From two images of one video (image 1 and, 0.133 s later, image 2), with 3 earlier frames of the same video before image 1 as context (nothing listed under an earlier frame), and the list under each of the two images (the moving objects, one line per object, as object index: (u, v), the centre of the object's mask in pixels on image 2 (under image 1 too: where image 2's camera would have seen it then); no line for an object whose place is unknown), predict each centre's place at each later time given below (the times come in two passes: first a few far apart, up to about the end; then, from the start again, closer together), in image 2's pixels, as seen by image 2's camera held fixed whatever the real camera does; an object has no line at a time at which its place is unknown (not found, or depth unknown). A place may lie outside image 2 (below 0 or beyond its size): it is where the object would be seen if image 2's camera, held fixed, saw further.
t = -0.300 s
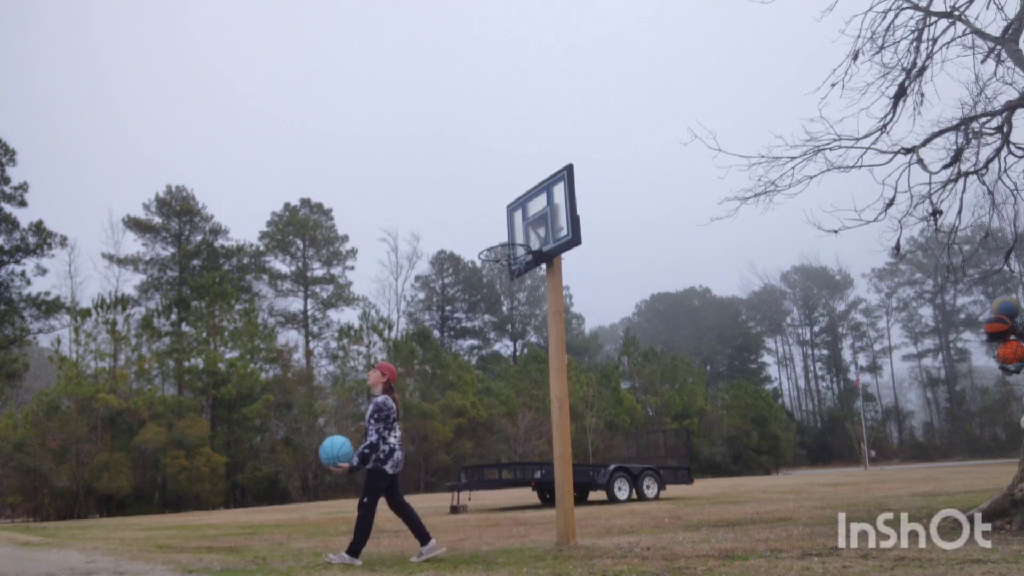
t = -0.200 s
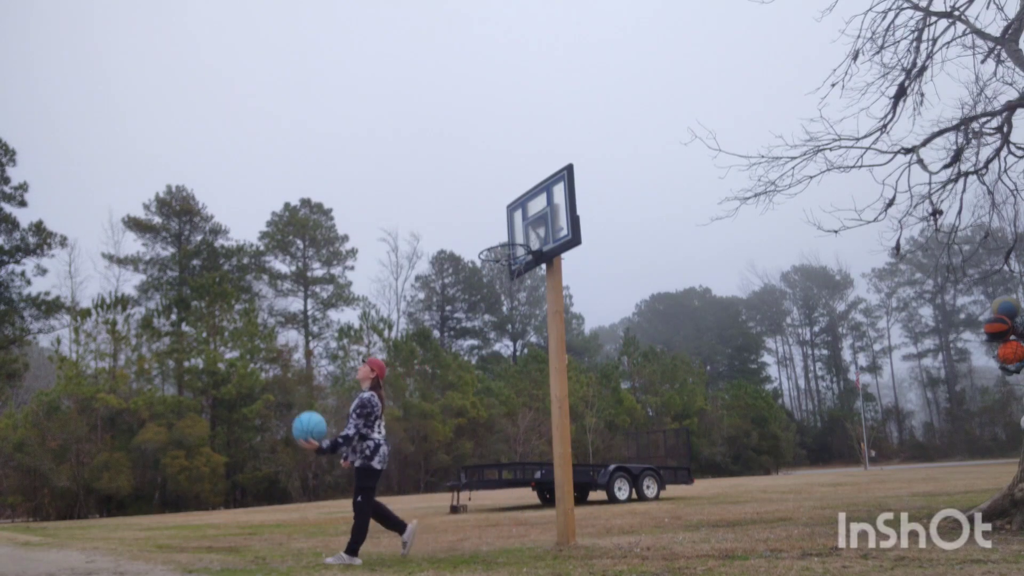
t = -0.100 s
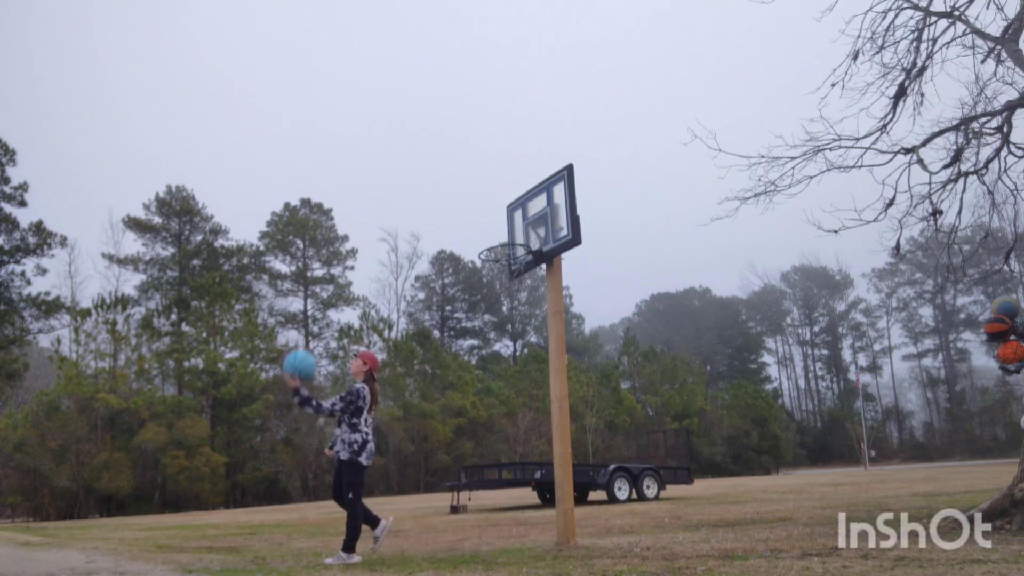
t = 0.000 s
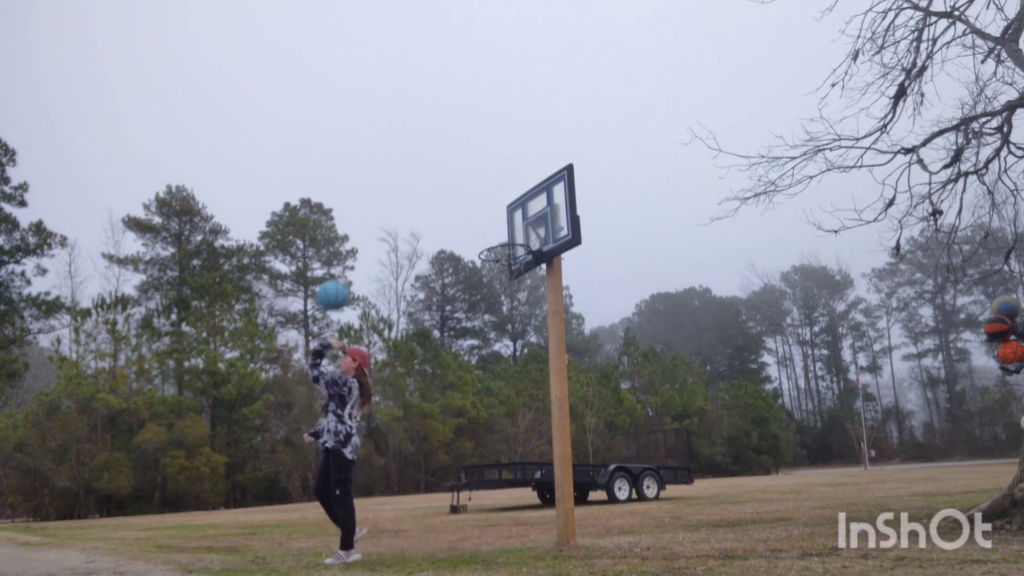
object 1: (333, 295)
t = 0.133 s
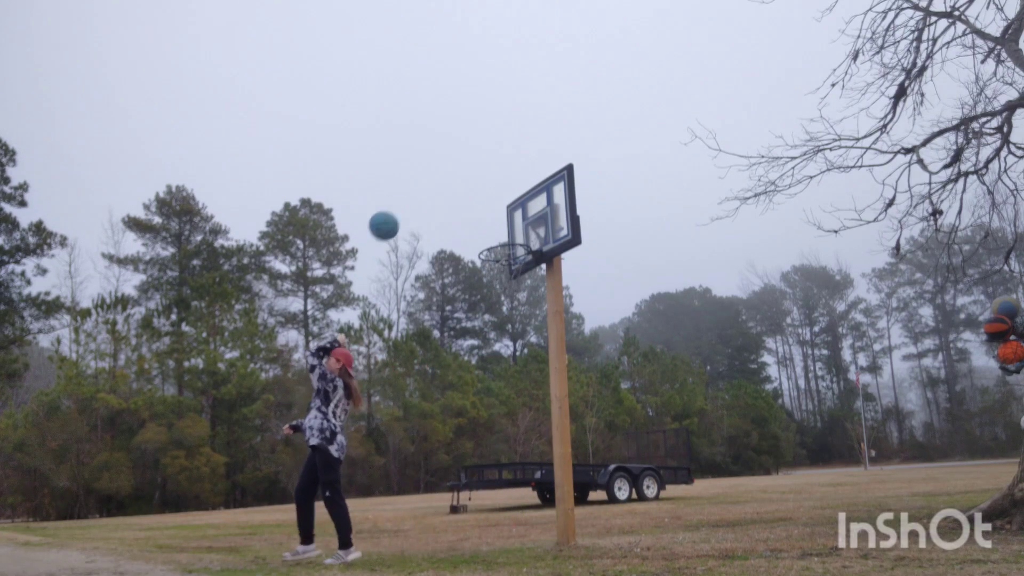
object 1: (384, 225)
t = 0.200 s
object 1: (408, 199)
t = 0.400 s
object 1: (475, 154)
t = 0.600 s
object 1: (538, 151)
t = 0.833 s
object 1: (565, 145)
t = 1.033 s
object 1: (578, 151)
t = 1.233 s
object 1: (596, 173)
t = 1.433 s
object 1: (617, 237)
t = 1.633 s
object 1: (642, 348)
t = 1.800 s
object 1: (667, 484)
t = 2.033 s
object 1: (678, 439)
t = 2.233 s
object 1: (684, 384)
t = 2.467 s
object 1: (698, 379)
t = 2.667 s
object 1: (715, 425)
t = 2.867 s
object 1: (736, 524)
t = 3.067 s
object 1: (743, 474)
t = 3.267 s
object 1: (755, 465)
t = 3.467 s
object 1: (772, 505)
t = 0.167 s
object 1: (396, 212)
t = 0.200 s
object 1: (408, 199)
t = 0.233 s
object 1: (419, 188)
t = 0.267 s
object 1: (431, 179)
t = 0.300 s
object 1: (442, 171)
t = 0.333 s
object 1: (453, 164)
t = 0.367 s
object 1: (464, 158)
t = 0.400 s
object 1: (475, 154)
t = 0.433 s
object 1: (486, 151)
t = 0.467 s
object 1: (496, 149)
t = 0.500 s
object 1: (507, 148)
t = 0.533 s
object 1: (518, 148)
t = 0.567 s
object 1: (528, 149)
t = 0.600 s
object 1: (538, 151)
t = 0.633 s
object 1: (549, 154)
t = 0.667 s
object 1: (557, 156)
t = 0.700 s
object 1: (558, 152)
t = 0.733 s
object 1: (560, 148)
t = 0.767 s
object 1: (561, 146)
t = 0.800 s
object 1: (563, 145)
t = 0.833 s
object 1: (565, 145)
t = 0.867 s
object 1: (567, 146)
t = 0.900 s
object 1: (568, 148)
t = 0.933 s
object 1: (570, 152)
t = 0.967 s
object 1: (572, 153)
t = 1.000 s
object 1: (575, 152)
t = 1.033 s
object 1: (578, 151)
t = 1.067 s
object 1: (581, 152)
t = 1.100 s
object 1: (583, 154)
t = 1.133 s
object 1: (587, 157)
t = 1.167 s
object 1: (590, 161)
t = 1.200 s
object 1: (593, 166)
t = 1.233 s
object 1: (596, 173)
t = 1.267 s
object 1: (599, 180)
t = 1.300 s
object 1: (602, 189)
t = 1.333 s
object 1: (606, 199)
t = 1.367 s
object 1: (610, 211)
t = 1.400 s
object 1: (613, 223)
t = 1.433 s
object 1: (617, 237)
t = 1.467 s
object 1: (621, 252)
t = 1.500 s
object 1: (625, 268)
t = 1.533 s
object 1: (629, 286)
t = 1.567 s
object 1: (634, 306)
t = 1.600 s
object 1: (638, 327)
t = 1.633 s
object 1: (642, 348)
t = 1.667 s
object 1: (647, 372)
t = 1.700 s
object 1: (652, 397)
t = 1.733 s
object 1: (657, 424)
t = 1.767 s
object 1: (662, 453)
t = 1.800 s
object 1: (667, 484)
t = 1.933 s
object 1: (676, 484)
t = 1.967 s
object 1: (676, 468)
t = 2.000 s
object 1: (677, 453)
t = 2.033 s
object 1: (678, 439)
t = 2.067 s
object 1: (678, 426)
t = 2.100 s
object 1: (679, 415)
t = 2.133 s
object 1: (680, 405)
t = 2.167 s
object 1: (682, 396)
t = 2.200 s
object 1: (683, 389)
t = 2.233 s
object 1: (684, 384)
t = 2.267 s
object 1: (686, 379)
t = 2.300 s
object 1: (688, 376)
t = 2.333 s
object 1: (690, 374)
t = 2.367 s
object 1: (691, 373)
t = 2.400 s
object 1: (693, 374)
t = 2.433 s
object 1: (696, 376)
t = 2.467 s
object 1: (698, 379)
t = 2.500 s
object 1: (700, 383)
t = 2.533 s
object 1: (703, 389)
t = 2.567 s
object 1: (706, 396)
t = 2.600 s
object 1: (708, 404)
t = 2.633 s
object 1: (711, 414)
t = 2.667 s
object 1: (715, 425)
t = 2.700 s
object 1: (718, 438)
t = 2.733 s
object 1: (721, 452)
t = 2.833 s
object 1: (732, 504)
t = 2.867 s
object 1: (736, 524)
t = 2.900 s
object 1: (738, 519)
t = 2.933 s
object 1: (738, 508)
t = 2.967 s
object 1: (739, 498)
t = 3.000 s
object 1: (740, 488)
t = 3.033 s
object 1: (742, 481)
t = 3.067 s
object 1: (743, 474)
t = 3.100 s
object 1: (745, 470)
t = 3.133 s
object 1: (746, 466)
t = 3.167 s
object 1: (748, 464)
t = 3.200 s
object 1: (750, 463)
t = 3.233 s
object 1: (752, 463)
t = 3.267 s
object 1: (755, 465)
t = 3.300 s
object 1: (757, 468)
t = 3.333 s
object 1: (760, 473)
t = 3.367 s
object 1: (763, 479)
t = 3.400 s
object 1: (766, 486)
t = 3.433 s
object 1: (769, 495)
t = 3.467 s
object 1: (772, 505)
